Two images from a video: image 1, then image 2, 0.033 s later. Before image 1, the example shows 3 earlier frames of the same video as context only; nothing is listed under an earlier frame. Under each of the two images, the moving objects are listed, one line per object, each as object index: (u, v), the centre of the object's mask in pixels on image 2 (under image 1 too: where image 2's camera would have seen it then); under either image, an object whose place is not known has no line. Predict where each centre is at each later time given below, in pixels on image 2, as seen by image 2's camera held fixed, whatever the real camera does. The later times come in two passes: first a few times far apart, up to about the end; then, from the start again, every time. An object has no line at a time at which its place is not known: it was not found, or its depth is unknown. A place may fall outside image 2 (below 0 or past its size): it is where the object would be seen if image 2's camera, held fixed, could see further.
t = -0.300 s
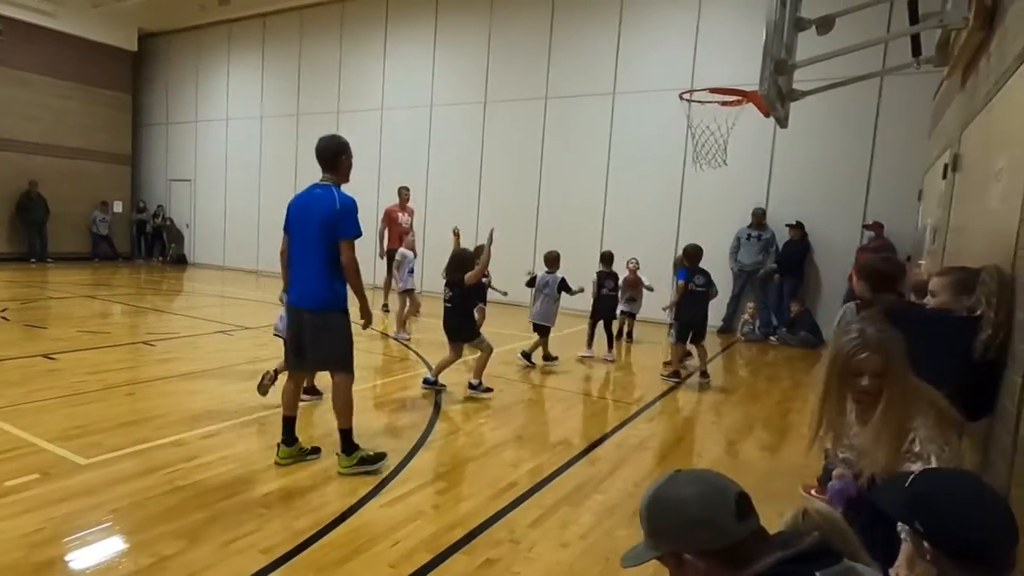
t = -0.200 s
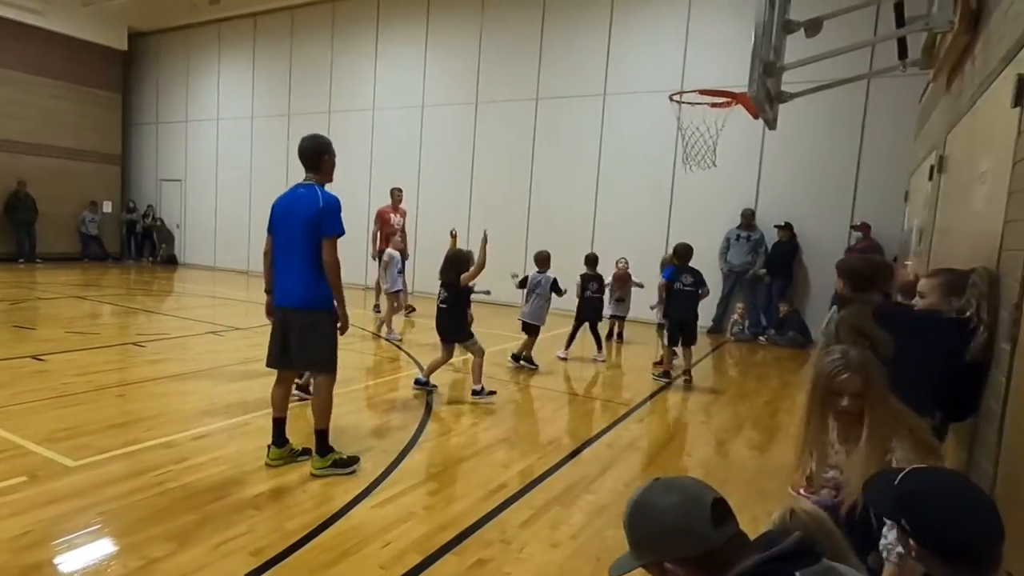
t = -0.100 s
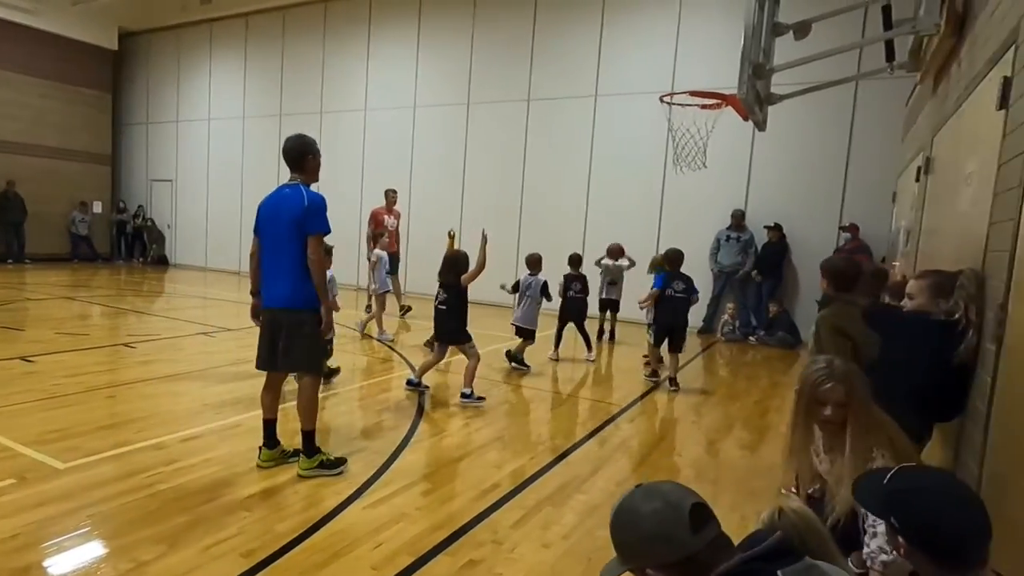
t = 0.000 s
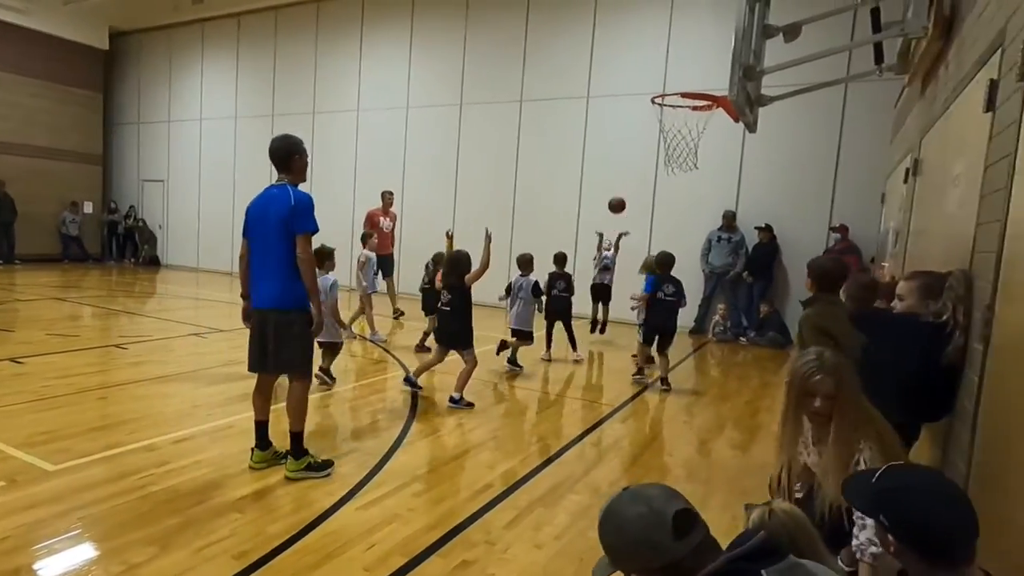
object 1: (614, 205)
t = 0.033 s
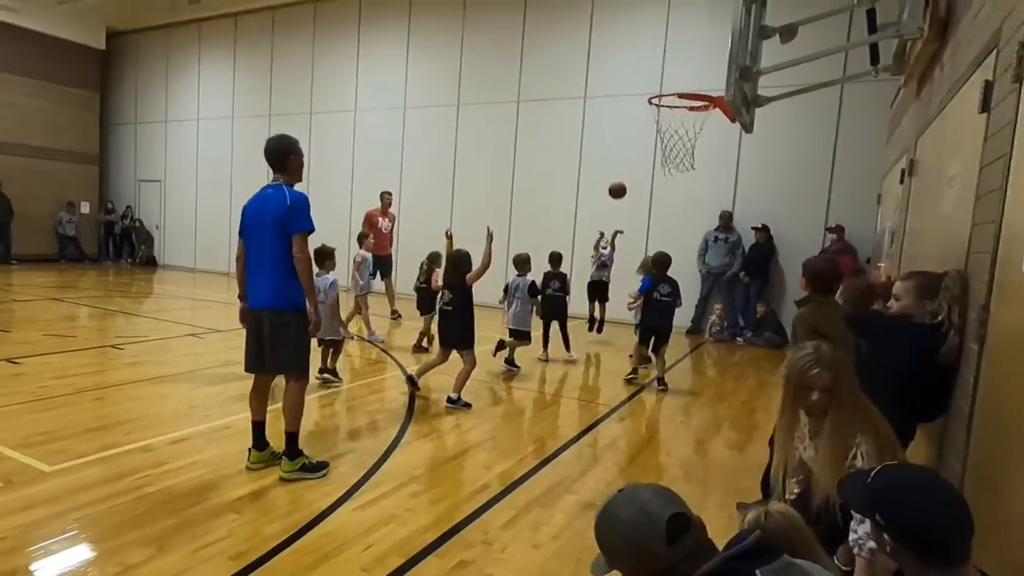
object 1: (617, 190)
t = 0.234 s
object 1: (636, 111)
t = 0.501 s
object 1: (662, 47)
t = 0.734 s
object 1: (686, 45)
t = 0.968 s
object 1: (701, 63)
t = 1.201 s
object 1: (683, 3)
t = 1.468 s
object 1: (649, 22)
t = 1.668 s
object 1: (612, 125)
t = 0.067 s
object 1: (620, 176)
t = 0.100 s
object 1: (623, 162)
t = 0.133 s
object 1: (626, 148)
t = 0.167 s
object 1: (629, 135)
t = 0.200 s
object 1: (633, 123)
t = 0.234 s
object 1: (636, 111)
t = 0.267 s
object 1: (638, 100)
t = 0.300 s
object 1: (642, 90)
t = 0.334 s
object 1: (645, 80)
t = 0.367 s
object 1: (648, 72)
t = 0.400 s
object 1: (652, 65)
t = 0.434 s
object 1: (655, 58)
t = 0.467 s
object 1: (658, 52)
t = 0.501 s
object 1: (662, 47)
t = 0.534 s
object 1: (665, 43)
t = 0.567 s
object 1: (669, 40)
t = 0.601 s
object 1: (672, 39)
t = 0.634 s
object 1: (675, 38)
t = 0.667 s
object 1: (679, 39)
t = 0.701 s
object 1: (682, 42)
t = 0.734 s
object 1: (686, 45)
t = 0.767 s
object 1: (690, 51)
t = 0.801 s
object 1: (693, 58)
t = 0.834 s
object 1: (697, 66)
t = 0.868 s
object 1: (700, 77)
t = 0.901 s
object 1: (703, 86)
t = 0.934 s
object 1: (702, 77)
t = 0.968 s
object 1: (701, 63)
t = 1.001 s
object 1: (699, 50)
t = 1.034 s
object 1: (697, 38)
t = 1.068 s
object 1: (695, 27)
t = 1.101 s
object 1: (692, 18)
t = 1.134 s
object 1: (690, 10)
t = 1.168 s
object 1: (687, 5)
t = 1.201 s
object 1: (683, 3)
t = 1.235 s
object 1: (679, 2)
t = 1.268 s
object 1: (676, 2)
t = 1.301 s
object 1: (672, 2)
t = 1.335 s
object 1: (668, 4)
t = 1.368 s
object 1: (663, 6)
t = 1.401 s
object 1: (659, 9)
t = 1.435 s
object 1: (654, 14)
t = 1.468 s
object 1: (649, 22)
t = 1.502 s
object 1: (644, 34)
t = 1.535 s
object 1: (638, 48)
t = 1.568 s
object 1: (632, 64)
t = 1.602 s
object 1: (625, 82)
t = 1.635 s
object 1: (619, 102)
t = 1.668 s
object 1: (612, 125)
